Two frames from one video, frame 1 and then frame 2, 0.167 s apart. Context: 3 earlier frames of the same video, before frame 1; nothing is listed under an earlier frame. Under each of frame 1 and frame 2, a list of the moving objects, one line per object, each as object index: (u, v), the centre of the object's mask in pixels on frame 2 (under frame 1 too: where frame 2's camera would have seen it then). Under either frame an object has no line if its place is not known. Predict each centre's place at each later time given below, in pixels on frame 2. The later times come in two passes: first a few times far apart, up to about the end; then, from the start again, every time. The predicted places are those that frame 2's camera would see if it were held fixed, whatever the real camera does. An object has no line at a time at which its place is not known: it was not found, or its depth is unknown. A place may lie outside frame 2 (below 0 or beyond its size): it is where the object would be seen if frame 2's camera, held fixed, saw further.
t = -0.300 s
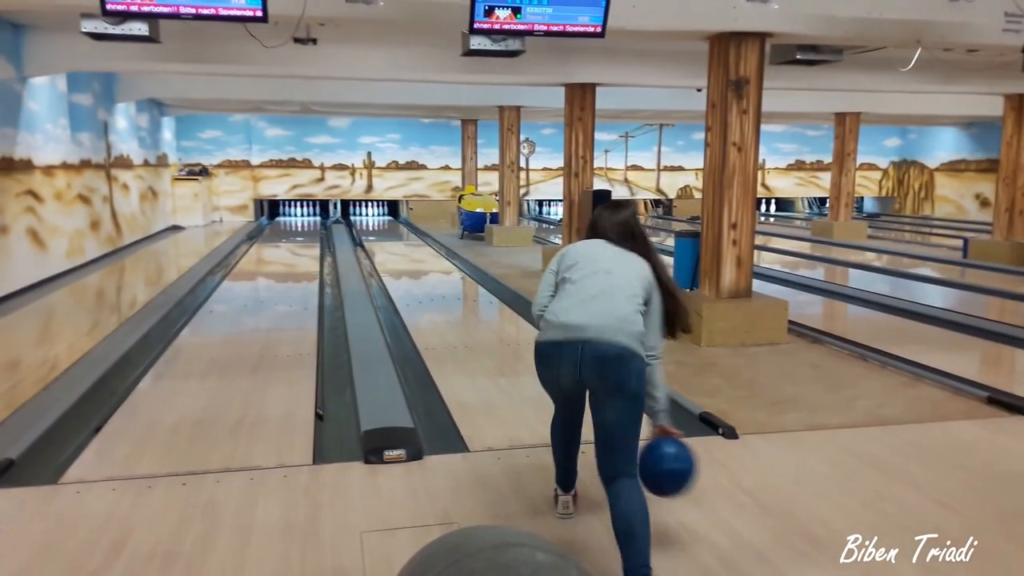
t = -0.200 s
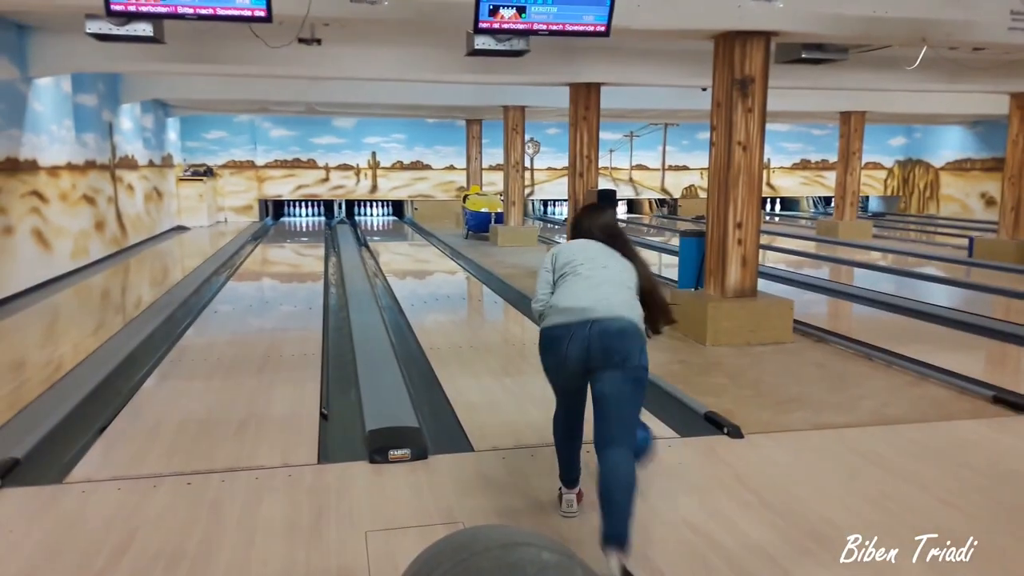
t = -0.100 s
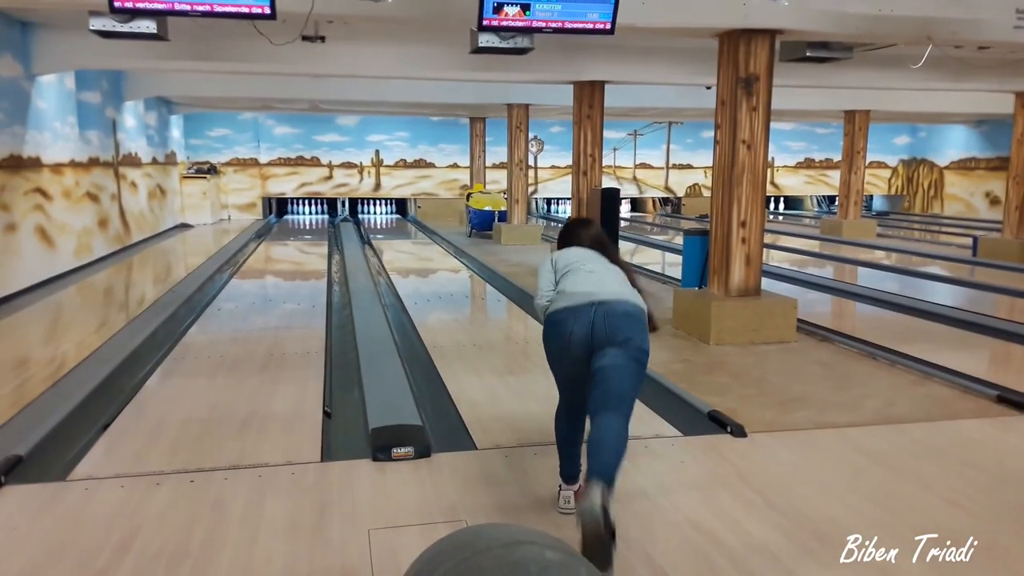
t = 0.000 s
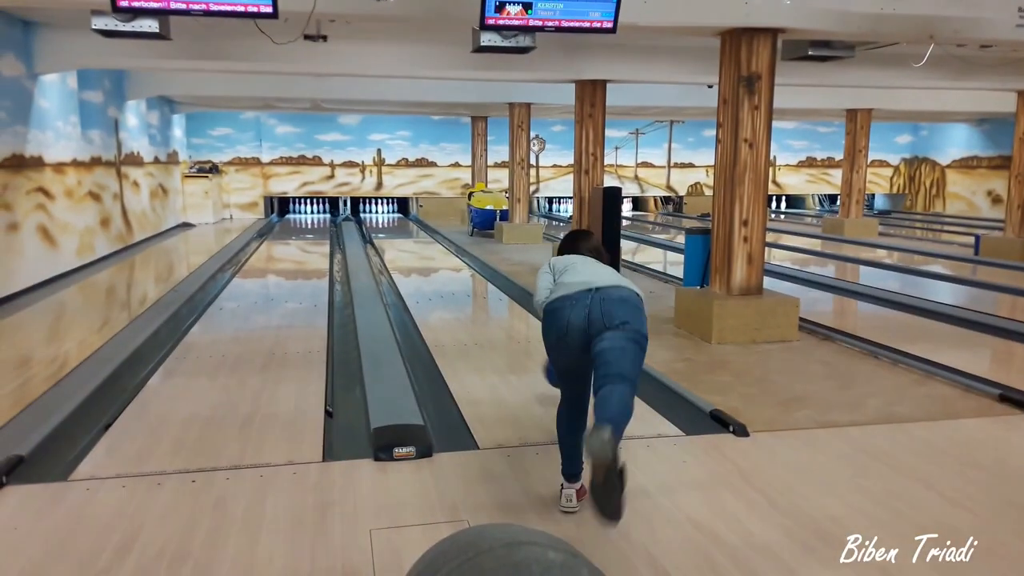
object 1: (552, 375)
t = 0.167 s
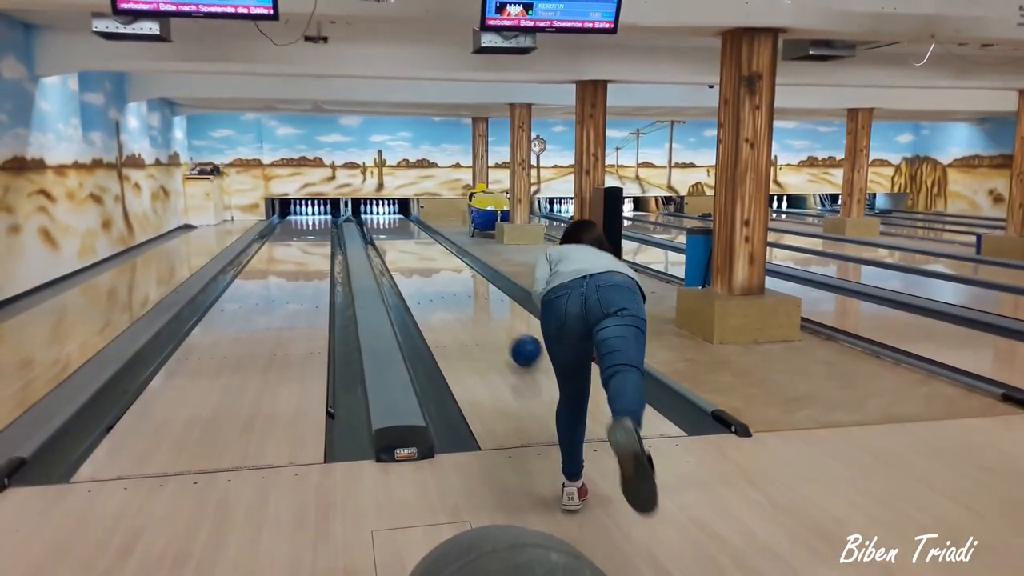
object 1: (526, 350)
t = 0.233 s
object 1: (514, 341)
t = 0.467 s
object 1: (482, 311)
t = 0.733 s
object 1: (457, 287)
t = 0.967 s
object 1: (442, 272)
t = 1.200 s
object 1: (429, 260)
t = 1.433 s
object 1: (419, 251)
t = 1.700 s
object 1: (410, 242)
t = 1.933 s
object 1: (404, 236)
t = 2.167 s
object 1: (397, 232)
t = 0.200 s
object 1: (520, 345)
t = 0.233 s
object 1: (514, 341)
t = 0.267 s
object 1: (509, 337)
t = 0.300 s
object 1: (504, 332)
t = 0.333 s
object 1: (499, 327)
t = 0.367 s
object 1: (494, 323)
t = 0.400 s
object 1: (490, 319)
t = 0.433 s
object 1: (486, 315)
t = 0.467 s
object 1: (482, 311)
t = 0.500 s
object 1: (479, 307)
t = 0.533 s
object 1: (475, 304)
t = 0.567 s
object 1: (472, 301)
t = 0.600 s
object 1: (469, 297)
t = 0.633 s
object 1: (466, 295)
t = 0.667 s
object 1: (462, 292)
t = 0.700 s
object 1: (460, 289)
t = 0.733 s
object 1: (457, 287)
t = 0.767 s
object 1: (455, 284)
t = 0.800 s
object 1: (452, 282)
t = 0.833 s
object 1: (450, 280)
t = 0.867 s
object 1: (448, 277)
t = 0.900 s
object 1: (446, 275)
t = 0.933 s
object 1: (444, 274)
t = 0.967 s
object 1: (442, 272)
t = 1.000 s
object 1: (440, 270)
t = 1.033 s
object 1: (438, 268)
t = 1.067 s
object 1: (436, 266)
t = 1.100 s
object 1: (434, 265)
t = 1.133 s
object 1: (433, 263)
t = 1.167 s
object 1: (431, 261)
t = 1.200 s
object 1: (429, 260)
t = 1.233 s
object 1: (428, 259)
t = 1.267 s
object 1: (426, 257)
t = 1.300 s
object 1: (425, 256)
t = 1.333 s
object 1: (423, 255)
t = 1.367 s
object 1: (422, 253)
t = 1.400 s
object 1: (421, 252)
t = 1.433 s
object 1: (419, 251)
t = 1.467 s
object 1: (418, 249)
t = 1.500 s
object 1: (417, 248)
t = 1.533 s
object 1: (416, 247)
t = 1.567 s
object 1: (415, 246)
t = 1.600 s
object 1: (414, 245)
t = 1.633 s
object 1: (412, 244)
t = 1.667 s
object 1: (412, 243)
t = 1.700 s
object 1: (410, 242)
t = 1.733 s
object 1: (409, 241)
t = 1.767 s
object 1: (408, 240)
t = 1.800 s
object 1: (407, 240)
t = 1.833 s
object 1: (407, 239)
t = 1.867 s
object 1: (406, 238)
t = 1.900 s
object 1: (405, 237)
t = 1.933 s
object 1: (404, 236)
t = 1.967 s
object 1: (403, 236)
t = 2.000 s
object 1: (402, 235)
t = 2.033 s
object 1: (401, 234)
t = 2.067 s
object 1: (400, 234)
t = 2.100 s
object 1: (399, 233)
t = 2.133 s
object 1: (398, 232)
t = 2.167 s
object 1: (397, 232)
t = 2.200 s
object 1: (396, 231)
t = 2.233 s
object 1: (396, 231)
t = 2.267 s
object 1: (395, 230)
